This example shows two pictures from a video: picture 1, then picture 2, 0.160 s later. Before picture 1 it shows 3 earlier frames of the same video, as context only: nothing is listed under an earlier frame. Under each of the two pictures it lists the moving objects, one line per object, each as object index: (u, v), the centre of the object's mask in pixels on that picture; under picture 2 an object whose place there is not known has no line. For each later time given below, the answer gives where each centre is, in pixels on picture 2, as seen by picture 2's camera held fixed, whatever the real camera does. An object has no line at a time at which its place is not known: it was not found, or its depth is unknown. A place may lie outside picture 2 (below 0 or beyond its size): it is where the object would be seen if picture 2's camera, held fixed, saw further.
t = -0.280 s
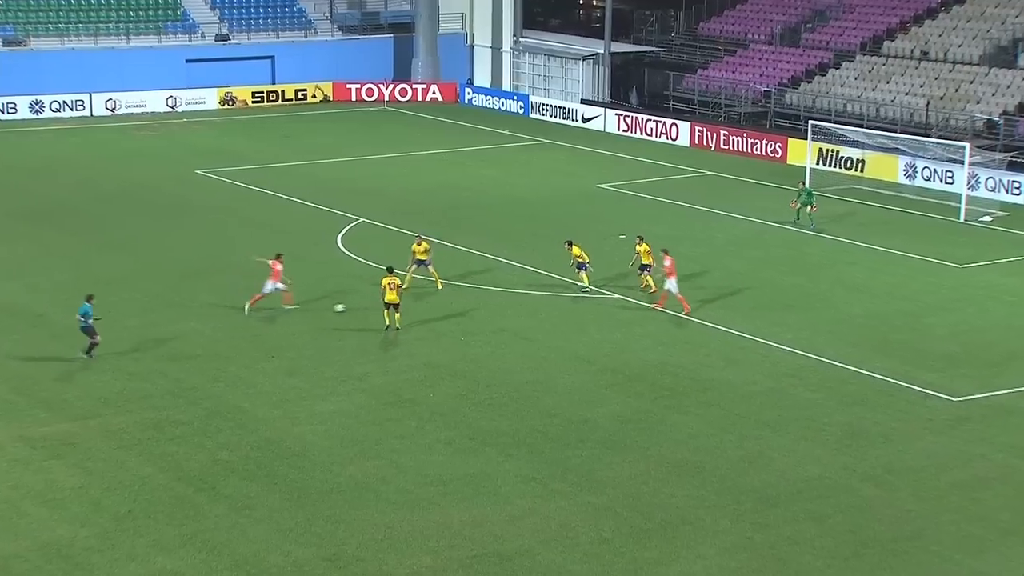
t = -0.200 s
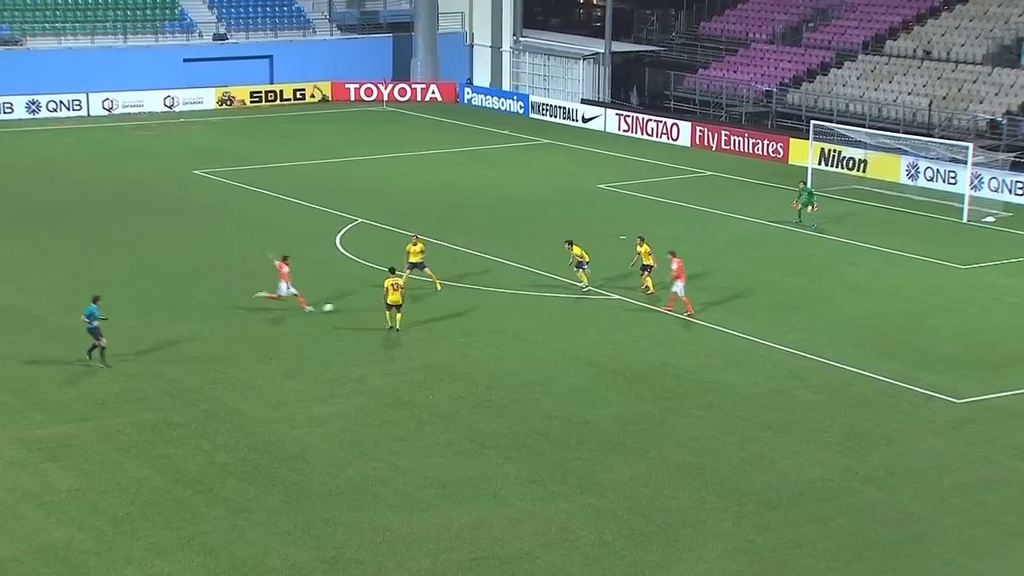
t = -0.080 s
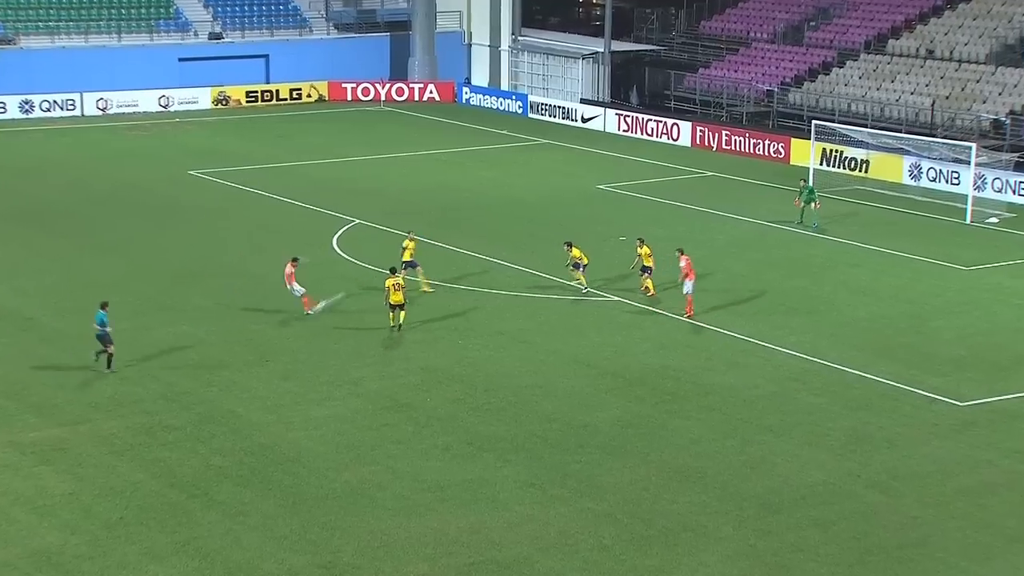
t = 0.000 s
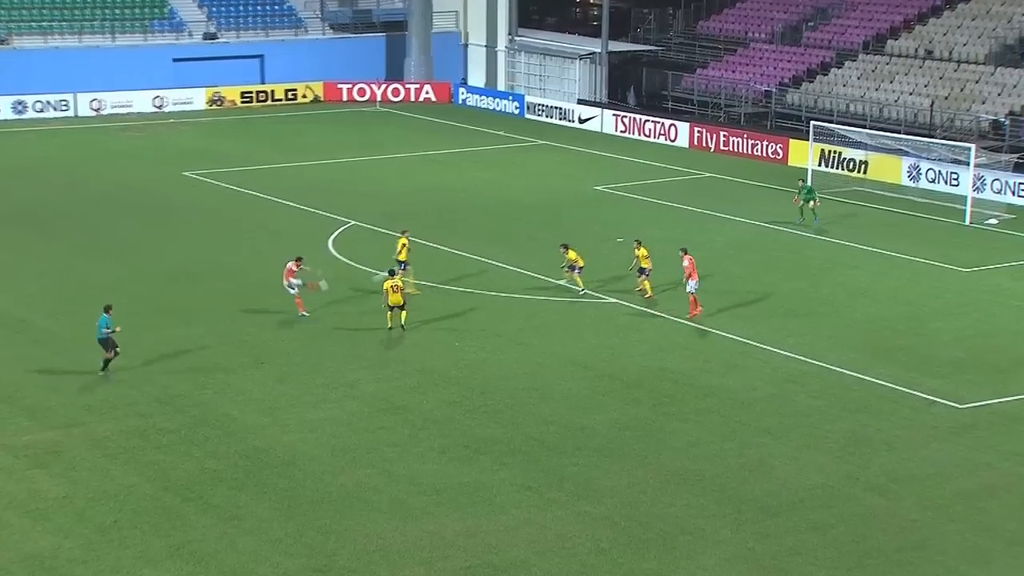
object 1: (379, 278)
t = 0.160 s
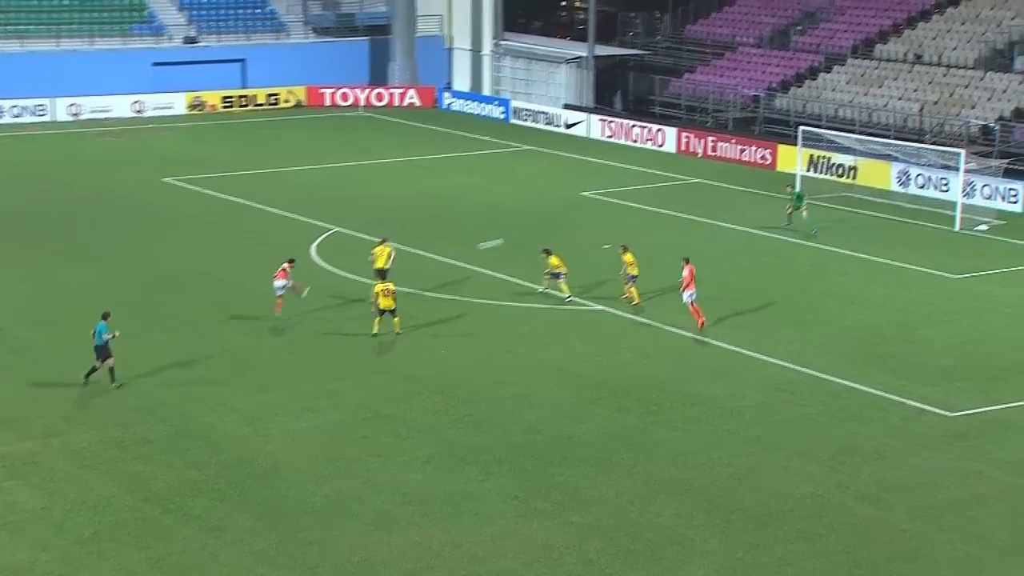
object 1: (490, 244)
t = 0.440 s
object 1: (670, 211)
